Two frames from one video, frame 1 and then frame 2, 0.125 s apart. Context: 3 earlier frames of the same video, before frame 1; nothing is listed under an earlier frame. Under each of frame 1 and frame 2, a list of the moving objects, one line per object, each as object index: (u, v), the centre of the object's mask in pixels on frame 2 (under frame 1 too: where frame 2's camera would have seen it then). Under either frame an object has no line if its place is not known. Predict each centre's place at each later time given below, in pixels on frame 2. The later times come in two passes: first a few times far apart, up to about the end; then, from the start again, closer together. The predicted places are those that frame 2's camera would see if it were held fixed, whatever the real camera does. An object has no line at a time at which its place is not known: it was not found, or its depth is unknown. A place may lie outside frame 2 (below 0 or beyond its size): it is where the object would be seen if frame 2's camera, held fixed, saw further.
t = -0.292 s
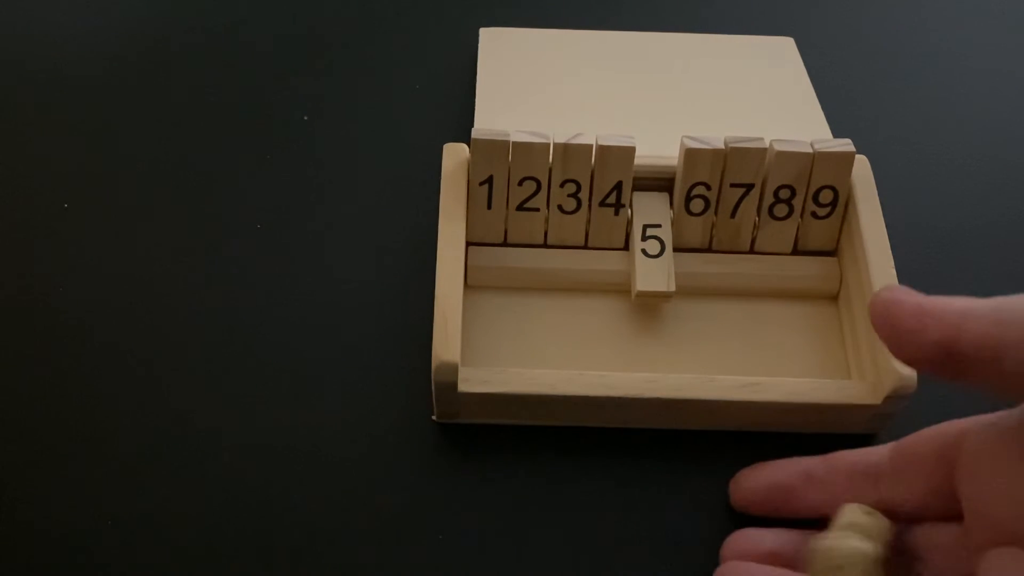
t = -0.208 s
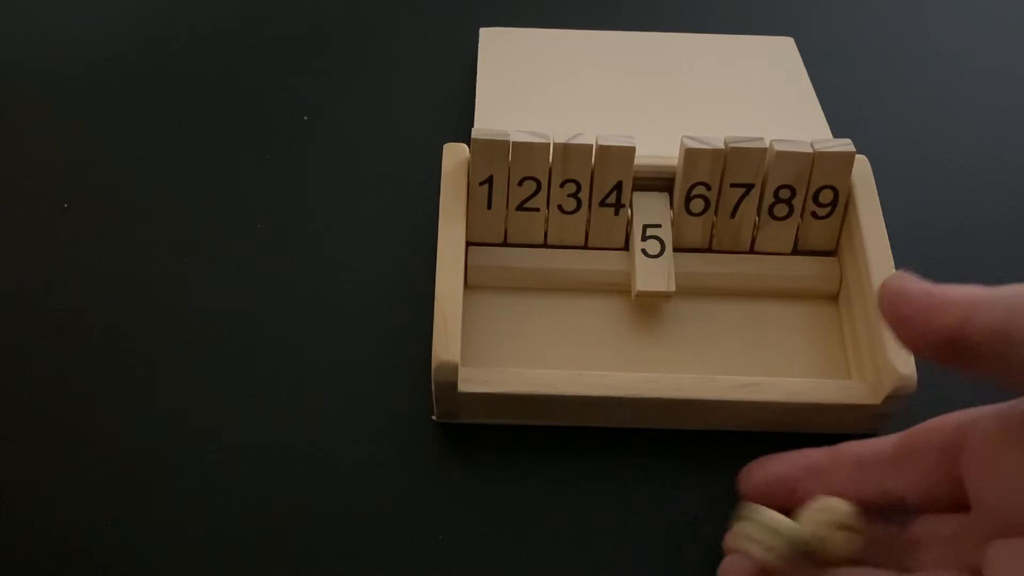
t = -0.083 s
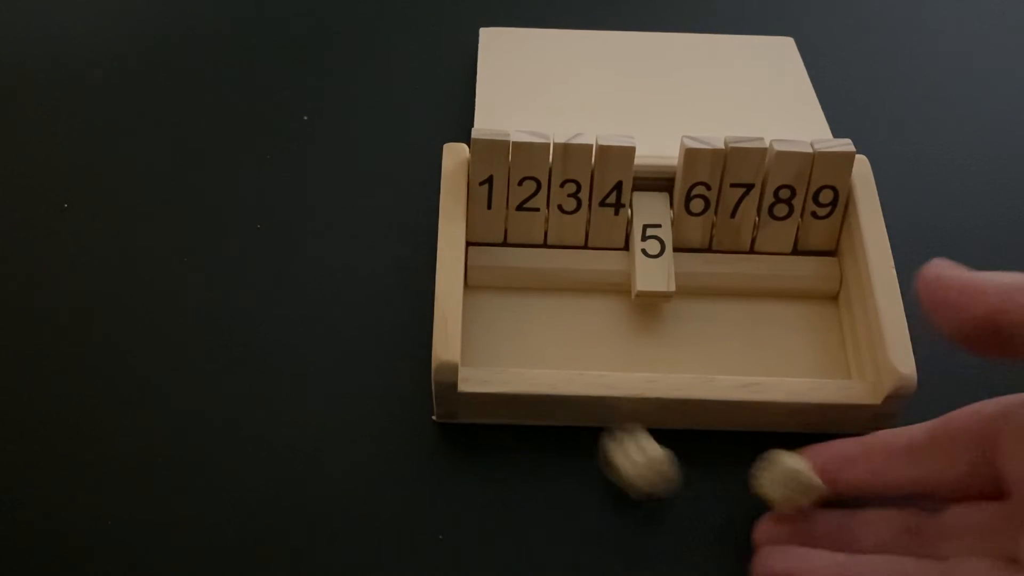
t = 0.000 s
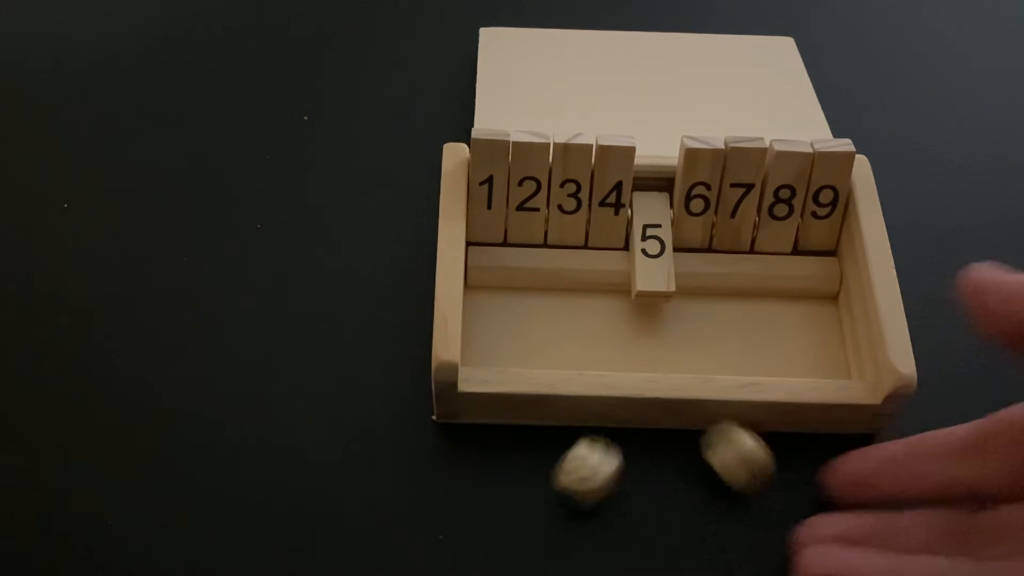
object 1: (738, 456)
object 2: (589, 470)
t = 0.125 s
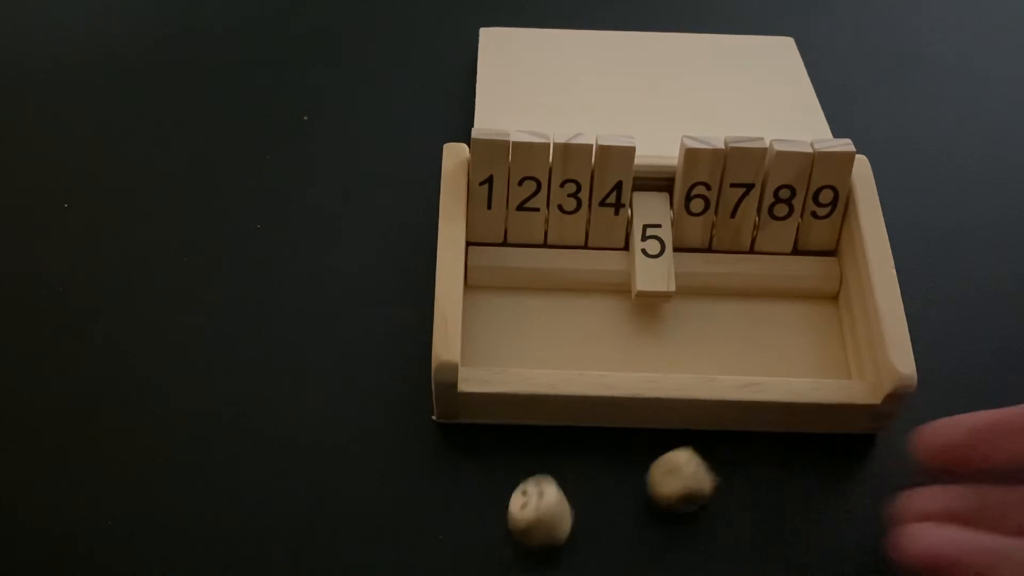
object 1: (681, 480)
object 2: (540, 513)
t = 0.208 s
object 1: (649, 494)
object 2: (539, 549)
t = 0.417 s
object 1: (576, 504)
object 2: (544, 562)
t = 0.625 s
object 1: (576, 504)
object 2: (544, 563)
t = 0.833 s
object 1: (576, 504)
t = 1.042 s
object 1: (576, 504)
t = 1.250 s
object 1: (575, 504)
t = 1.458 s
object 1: (576, 504)
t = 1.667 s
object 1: (576, 504)
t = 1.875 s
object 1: (576, 504)
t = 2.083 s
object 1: (575, 504)
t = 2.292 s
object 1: (575, 504)
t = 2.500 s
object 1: (576, 504)
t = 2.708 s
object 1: (576, 504)
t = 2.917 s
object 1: (576, 504)
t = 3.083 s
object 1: (576, 504)
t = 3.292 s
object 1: (576, 504)
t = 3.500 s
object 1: (576, 504)
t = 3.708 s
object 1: (576, 504)
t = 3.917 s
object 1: (576, 504)
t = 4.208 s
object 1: (576, 504)
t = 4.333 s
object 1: (576, 504)
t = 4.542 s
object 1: (576, 504)
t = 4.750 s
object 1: (575, 504)
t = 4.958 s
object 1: (575, 504)
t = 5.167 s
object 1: (575, 504)
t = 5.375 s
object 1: (576, 504)
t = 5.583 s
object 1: (575, 504)
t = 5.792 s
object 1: (576, 504)
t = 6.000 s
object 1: (576, 504)
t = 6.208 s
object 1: (576, 504)
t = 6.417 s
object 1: (576, 504)
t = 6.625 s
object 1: (575, 504)
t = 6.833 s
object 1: (575, 504)
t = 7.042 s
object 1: (576, 504)
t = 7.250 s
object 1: (575, 504)
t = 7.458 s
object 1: (576, 504)
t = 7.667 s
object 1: (576, 504)
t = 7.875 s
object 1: (576, 504)
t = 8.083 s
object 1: (576, 505)
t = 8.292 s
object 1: (576, 505)
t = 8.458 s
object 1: (576, 505)
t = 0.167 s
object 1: (669, 488)
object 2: (537, 531)
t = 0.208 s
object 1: (649, 494)
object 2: (539, 549)
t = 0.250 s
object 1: (637, 493)
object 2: (542, 559)
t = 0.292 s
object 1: (623, 491)
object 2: (544, 563)
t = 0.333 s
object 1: (603, 491)
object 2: (544, 563)
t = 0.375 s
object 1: (586, 500)
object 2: (544, 563)
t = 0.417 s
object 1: (576, 504)
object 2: (544, 562)
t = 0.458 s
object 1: (576, 504)
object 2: (544, 562)
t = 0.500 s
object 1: (575, 504)
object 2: (544, 562)
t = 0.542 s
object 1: (575, 504)
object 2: (544, 562)
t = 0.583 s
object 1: (576, 504)
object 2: (544, 563)
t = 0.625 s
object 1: (576, 504)
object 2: (544, 563)
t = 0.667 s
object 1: (576, 504)
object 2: (544, 562)
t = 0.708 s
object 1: (576, 504)
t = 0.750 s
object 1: (576, 504)
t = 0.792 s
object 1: (576, 504)
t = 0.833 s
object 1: (576, 504)
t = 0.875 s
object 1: (576, 504)
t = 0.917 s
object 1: (576, 504)
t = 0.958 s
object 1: (576, 504)
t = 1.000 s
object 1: (576, 504)
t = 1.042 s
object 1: (576, 504)
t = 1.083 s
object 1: (576, 504)
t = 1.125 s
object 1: (576, 504)
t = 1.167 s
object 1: (575, 504)
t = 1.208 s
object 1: (575, 504)
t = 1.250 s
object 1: (575, 504)
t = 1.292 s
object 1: (575, 504)
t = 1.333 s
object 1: (575, 504)
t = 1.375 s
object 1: (576, 504)
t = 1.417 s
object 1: (575, 504)
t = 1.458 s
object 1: (576, 504)
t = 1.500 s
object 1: (576, 504)
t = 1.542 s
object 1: (575, 504)
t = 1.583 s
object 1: (576, 504)
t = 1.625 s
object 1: (575, 504)
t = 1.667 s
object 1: (576, 504)
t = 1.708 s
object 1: (576, 504)
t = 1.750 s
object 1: (576, 504)
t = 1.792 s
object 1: (576, 504)
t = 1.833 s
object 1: (576, 504)
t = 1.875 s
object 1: (576, 504)
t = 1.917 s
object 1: (576, 505)
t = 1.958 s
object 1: (576, 505)
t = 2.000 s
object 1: (576, 504)
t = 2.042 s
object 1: (575, 504)
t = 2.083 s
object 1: (575, 504)
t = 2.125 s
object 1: (575, 504)
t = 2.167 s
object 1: (575, 504)
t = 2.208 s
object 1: (576, 504)
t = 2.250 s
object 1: (576, 504)
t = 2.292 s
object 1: (575, 504)
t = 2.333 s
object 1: (575, 504)
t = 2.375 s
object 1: (576, 504)
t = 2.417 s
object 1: (576, 504)
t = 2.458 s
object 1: (576, 504)
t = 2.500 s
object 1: (576, 504)
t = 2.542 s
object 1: (575, 504)
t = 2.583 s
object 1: (576, 504)
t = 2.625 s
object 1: (576, 504)
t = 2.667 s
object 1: (576, 504)
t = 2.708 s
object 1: (576, 504)
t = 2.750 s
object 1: (576, 504)
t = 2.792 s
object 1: (576, 504)
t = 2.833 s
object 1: (576, 504)
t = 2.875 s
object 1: (575, 504)
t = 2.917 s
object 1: (576, 504)
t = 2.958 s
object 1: (576, 504)
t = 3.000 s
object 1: (576, 504)
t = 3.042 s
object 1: (576, 504)
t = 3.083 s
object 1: (576, 504)
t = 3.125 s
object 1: (576, 504)
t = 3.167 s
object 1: (576, 505)
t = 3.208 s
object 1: (576, 504)
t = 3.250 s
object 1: (576, 504)
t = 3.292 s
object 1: (576, 504)
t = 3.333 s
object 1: (576, 504)
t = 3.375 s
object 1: (576, 504)
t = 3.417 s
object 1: (576, 504)
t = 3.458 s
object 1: (576, 504)
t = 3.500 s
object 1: (576, 504)
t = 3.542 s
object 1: (576, 504)
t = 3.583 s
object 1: (576, 504)
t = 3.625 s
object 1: (576, 504)
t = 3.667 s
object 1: (576, 504)
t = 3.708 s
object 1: (576, 504)
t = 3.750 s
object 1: (576, 504)
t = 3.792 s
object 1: (576, 504)
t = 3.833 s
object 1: (576, 505)
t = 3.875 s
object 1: (576, 504)
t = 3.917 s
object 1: (576, 504)
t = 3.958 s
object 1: (576, 504)
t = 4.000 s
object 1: (576, 504)
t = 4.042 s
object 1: (576, 504)
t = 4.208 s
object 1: (576, 504)
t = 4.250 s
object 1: (576, 504)
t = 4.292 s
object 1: (576, 504)
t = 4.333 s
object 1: (576, 504)
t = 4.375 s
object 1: (575, 504)
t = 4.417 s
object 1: (575, 504)
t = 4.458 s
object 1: (575, 504)
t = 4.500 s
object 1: (576, 504)
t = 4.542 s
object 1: (576, 504)
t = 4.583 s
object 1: (575, 504)
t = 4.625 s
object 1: (576, 504)
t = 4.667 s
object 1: (575, 504)
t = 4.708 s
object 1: (575, 504)
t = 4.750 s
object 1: (575, 504)
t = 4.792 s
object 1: (576, 504)
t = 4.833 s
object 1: (576, 504)
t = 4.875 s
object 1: (575, 504)
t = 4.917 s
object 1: (576, 504)
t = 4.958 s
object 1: (575, 504)
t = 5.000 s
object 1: (575, 504)
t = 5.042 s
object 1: (576, 505)
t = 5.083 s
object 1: (576, 504)
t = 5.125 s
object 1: (576, 504)
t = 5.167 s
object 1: (575, 504)
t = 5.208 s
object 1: (575, 504)
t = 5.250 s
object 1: (575, 504)
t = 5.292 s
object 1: (576, 504)
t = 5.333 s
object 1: (576, 504)
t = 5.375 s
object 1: (576, 504)
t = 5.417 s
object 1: (575, 504)
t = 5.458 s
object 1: (575, 504)
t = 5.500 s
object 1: (575, 504)
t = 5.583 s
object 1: (575, 504)
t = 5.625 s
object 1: (576, 504)
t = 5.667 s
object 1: (576, 504)
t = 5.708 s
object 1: (576, 504)
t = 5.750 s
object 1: (576, 504)
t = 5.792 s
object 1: (576, 504)
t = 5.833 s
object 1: (576, 504)
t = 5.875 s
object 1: (576, 504)
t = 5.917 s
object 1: (576, 504)
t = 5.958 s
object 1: (576, 505)
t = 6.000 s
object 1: (576, 504)
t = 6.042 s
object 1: (576, 505)
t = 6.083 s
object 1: (576, 505)
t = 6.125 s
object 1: (576, 504)
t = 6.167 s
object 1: (576, 504)
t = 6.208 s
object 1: (576, 504)
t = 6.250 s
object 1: (576, 504)
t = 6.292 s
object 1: (576, 504)
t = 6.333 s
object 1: (576, 505)
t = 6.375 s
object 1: (576, 504)
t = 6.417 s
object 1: (576, 504)
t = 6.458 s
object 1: (576, 504)
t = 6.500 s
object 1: (576, 504)
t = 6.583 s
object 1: (576, 504)
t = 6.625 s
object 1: (575, 504)
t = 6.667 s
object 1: (576, 504)
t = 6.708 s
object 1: (576, 504)
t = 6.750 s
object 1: (576, 504)
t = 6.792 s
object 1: (576, 504)
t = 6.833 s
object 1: (575, 504)
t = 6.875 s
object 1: (575, 504)
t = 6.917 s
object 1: (576, 504)
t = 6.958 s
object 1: (576, 504)
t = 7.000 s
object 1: (576, 504)
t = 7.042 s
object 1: (576, 504)
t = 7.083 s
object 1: (576, 504)
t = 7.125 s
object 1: (576, 504)
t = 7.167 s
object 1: (576, 504)
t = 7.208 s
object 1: (576, 504)
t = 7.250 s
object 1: (575, 504)
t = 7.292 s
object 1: (576, 504)
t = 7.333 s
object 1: (576, 504)
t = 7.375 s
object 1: (576, 504)
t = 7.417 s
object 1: (575, 504)
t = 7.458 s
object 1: (576, 504)
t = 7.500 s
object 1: (576, 504)
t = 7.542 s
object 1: (576, 504)
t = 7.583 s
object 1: (576, 504)
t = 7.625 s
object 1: (576, 504)
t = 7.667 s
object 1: (576, 504)
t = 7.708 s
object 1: (575, 504)
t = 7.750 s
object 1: (576, 504)
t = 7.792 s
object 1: (576, 504)
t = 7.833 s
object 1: (576, 504)
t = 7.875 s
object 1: (576, 504)
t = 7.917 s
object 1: (576, 504)
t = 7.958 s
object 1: (576, 504)
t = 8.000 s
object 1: (576, 504)
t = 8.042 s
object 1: (576, 504)
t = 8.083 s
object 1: (576, 505)
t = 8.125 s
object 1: (576, 505)
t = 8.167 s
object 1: (576, 505)
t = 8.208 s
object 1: (576, 505)
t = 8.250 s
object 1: (576, 505)
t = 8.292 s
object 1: (576, 505)
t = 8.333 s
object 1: (576, 505)
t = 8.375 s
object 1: (576, 504)
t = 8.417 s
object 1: (576, 504)
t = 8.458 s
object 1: (576, 505)
